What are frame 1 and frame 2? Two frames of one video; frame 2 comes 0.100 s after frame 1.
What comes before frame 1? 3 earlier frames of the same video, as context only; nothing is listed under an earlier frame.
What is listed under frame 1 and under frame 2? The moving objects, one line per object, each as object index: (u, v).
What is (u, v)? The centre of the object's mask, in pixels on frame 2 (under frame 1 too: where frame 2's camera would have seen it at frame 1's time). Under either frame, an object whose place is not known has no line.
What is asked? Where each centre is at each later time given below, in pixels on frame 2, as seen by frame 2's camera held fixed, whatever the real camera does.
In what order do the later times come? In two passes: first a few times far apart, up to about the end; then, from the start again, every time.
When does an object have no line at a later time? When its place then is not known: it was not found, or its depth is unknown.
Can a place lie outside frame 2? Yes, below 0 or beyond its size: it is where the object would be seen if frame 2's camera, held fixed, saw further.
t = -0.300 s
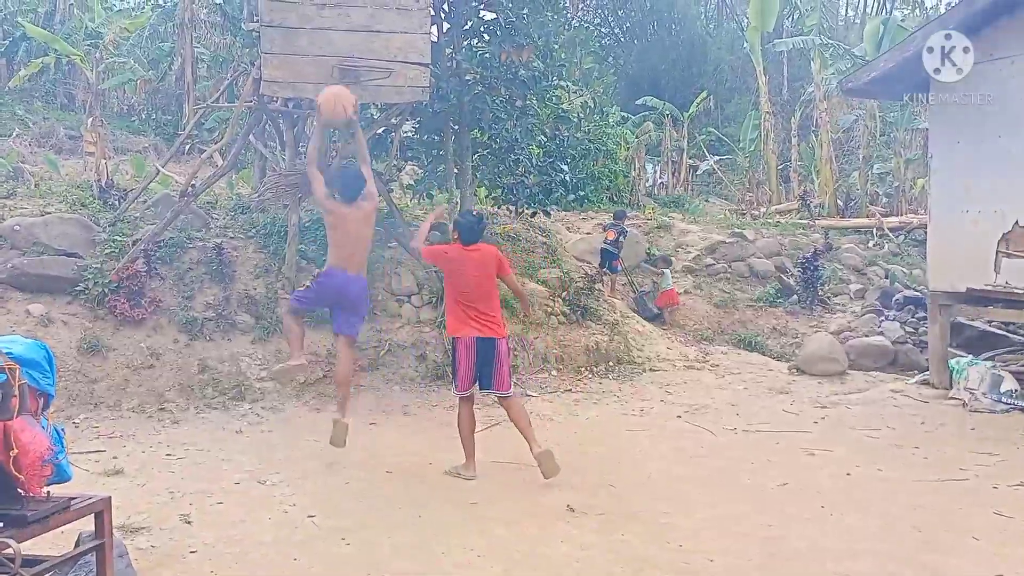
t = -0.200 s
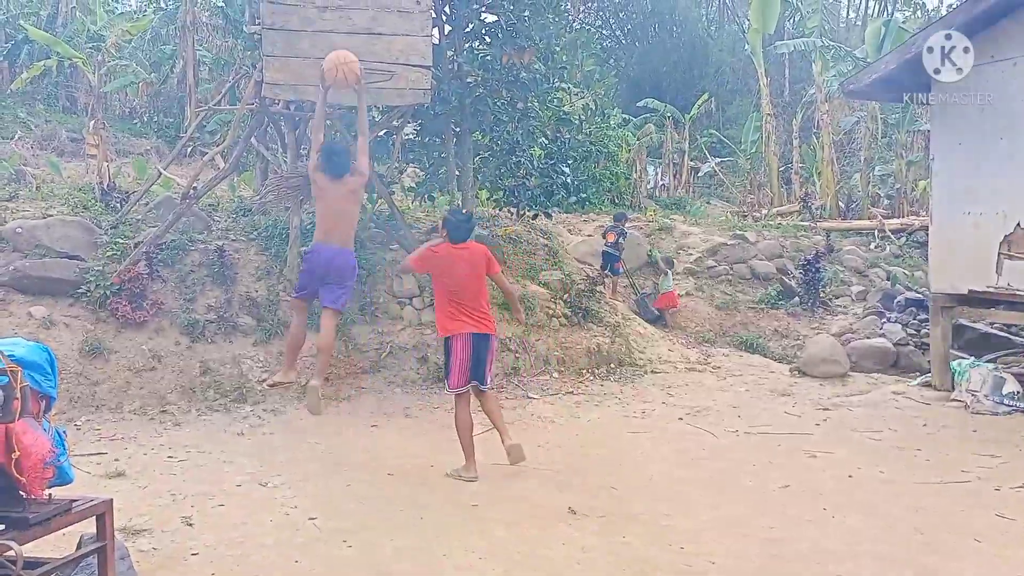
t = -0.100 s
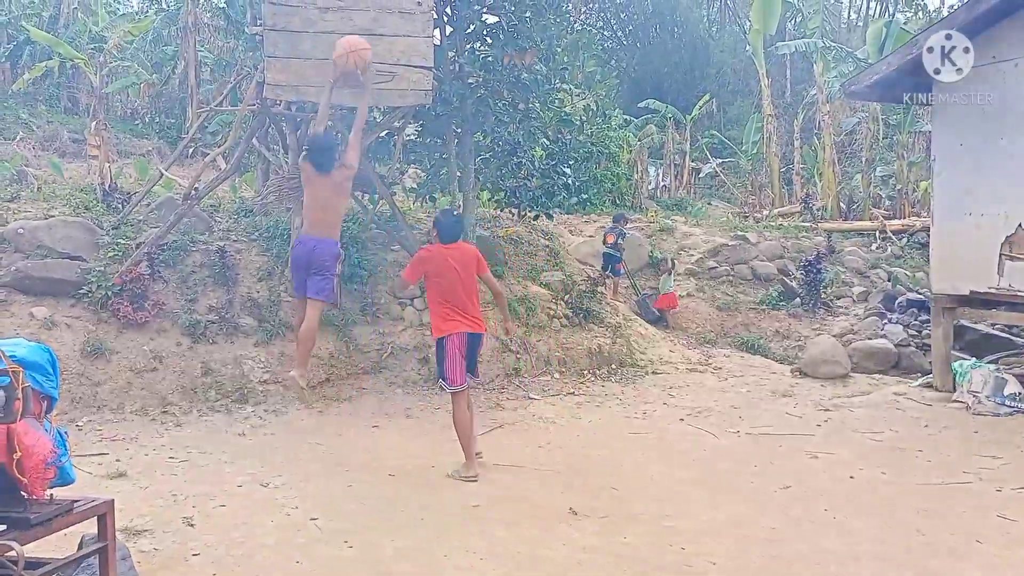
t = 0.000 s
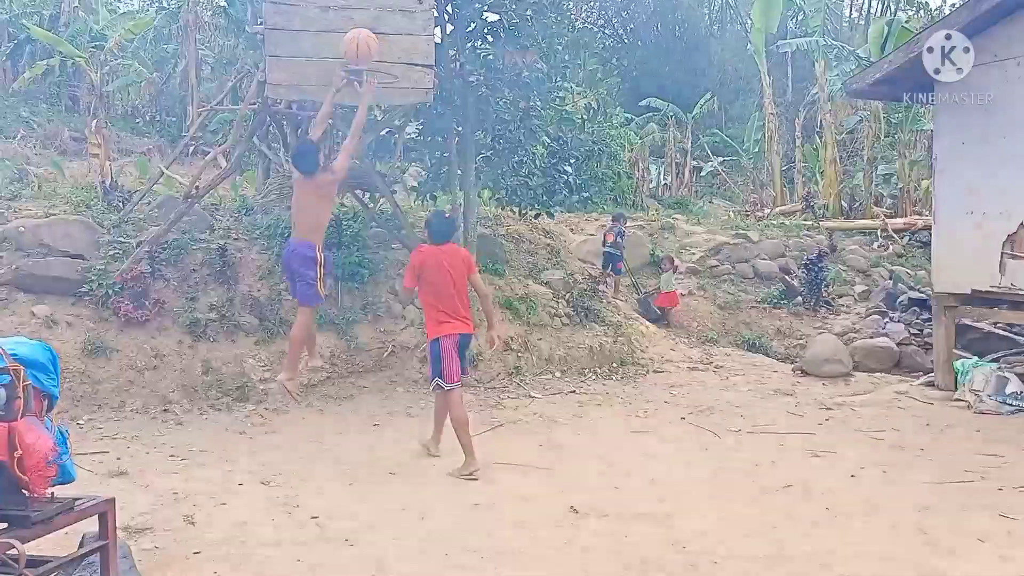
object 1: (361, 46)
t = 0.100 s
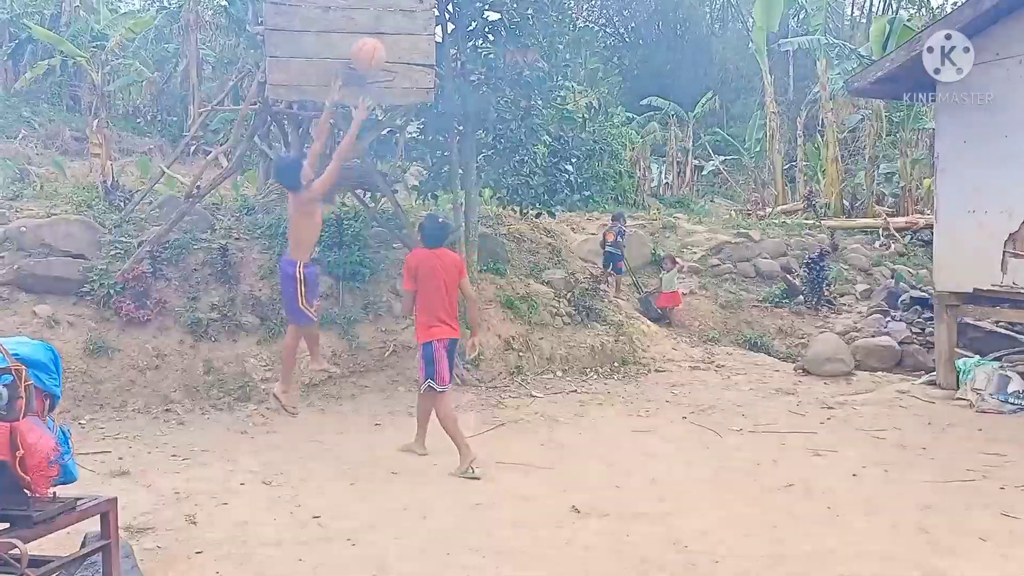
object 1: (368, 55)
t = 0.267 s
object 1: (366, 56)
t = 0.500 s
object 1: (366, 88)
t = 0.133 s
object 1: (370, 55)
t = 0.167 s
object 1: (369, 55)
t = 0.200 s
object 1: (368, 55)
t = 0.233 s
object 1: (367, 56)
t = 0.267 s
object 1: (366, 56)
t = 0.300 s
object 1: (366, 57)
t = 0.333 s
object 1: (365, 57)
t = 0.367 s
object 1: (365, 59)
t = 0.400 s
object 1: (364, 67)
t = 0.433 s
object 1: (364, 74)
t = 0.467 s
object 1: (365, 79)
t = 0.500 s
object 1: (366, 88)
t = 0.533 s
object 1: (367, 99)
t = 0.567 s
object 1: (368, 110)
